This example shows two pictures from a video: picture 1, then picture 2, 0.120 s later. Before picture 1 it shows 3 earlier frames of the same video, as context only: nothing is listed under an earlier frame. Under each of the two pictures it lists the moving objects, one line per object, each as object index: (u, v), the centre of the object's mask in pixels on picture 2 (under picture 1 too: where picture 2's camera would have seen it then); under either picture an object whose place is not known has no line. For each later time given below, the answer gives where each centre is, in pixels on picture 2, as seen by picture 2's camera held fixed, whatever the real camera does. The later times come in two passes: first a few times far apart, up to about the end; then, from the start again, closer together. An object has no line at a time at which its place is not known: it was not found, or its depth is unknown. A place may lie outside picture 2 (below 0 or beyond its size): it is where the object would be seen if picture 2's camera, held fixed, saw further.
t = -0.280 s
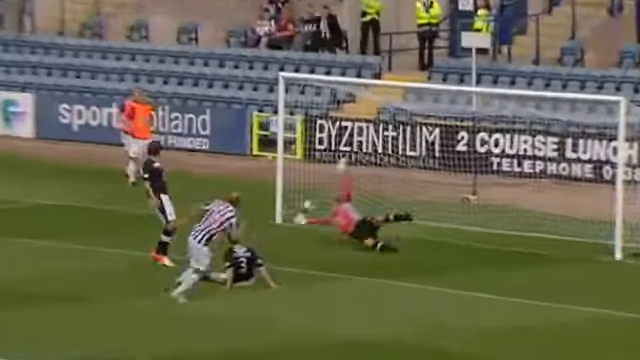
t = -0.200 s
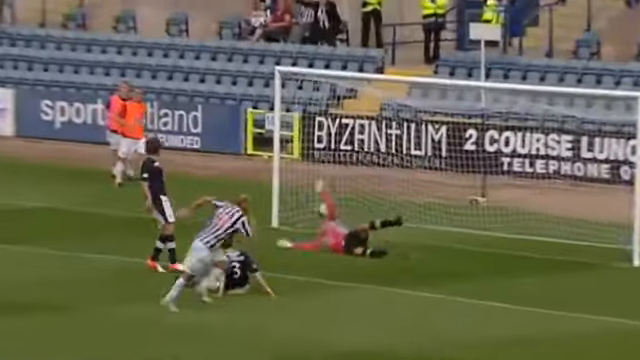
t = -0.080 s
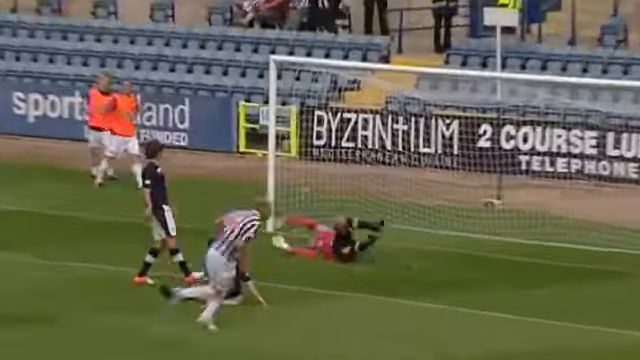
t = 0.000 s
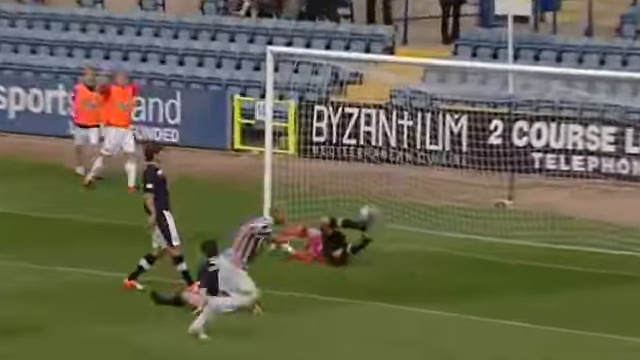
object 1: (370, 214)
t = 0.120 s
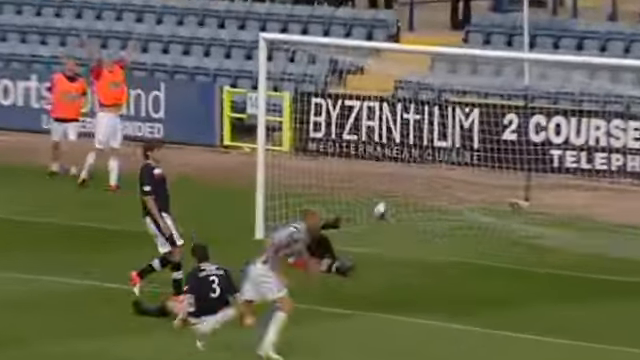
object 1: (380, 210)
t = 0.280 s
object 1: (391, 219)
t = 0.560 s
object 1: (411, 226)
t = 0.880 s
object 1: (432, 229)
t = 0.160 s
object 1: (383, 211)
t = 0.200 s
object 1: (385, 213)
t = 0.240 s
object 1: (388, 215)
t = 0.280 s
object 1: (391, 219)
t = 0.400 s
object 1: (398, 222)
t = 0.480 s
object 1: (403, 223)
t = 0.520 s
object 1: (408, 225)
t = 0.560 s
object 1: (411, 226)
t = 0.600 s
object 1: (415, 227)
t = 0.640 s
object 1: (418, 227)
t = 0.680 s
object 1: (422, 227)
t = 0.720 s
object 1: (424, 228)
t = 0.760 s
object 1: (426, 229)
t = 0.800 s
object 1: (429, 229)
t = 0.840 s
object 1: (432, 229)
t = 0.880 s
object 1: (432, 229)
